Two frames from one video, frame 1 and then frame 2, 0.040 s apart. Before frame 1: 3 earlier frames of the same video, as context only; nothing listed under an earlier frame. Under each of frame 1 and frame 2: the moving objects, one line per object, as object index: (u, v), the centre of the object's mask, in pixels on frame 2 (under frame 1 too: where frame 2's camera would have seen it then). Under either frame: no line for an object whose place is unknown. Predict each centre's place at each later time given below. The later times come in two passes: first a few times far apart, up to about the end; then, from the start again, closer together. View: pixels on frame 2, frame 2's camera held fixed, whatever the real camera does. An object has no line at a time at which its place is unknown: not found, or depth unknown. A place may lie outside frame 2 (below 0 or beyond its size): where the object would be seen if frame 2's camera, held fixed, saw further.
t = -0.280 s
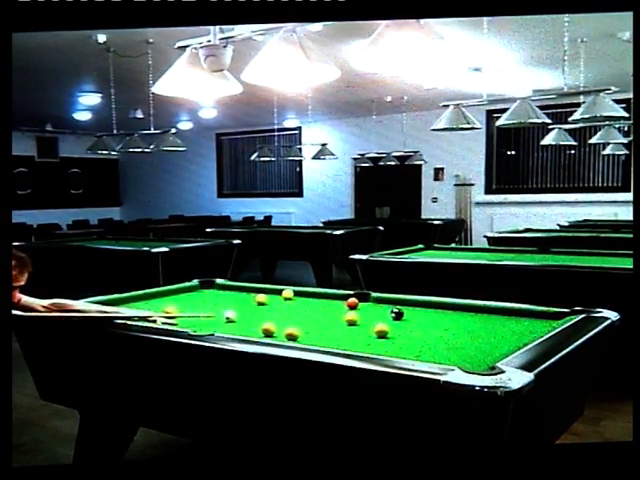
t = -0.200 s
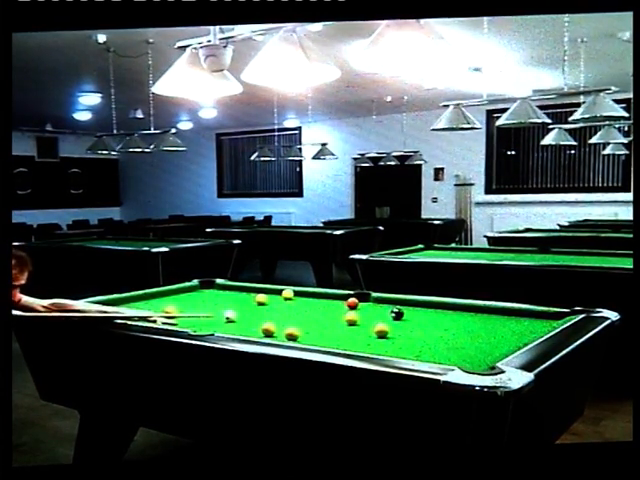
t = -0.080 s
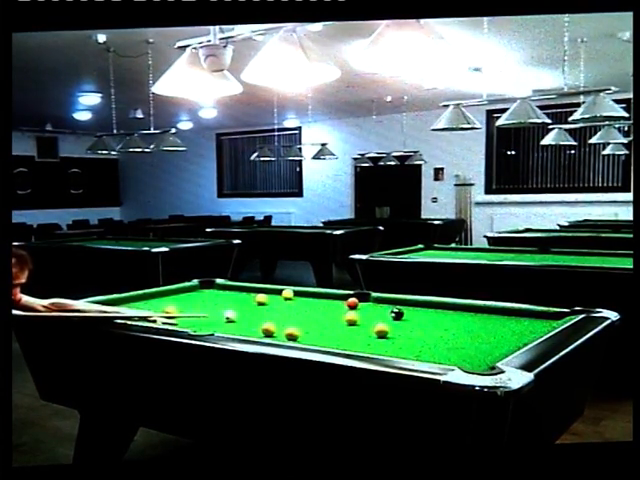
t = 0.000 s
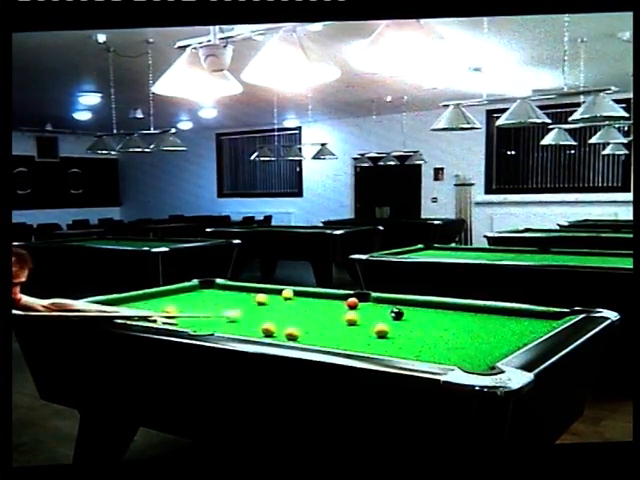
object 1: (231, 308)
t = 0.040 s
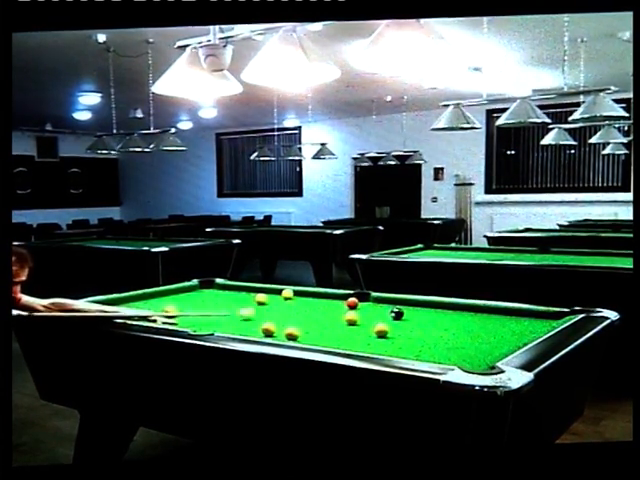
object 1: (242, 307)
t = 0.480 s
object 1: (372, 305)
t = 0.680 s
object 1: (415, 305)
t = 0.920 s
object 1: (462, 307)
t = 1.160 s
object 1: (491, 312)
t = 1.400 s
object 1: (522, 317)
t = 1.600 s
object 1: (547, 320)
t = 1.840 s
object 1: (529, 322)
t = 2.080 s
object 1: (504, 321)
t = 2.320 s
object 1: (482, 320)
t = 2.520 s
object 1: (466, 319)
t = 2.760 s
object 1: (446, 319)
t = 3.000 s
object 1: (430, 318)
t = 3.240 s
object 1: (415, 318)
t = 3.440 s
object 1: (406, 318)
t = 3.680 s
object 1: (393, 317)
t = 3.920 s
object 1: (385, 317)
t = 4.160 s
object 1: (377, 316)
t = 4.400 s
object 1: (373, 316)
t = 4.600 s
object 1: (370, 316)
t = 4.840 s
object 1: (369, 316)
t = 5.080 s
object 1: (369, 315)
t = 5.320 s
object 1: (368, 316)
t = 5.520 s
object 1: (368, 315)
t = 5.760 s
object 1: (368, 316)
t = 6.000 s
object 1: (368, 316)
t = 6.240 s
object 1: (368, 315)
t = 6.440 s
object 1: (368, 316)
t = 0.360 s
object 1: (346, 302)
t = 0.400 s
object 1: (356, 301)
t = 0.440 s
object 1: (364, 305)
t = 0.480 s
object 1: (372, 305)
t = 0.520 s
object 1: (380, 304)
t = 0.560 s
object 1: (389, 304)
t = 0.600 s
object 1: (402, 304)
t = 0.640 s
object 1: (408, 305)
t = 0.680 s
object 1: (415, 305)
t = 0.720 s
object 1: (423, 305)
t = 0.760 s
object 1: (433, 305)
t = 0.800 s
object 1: (443, 306)
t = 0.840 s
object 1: (451, 305)
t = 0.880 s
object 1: (457, 306)
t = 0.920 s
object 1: (462, 307)
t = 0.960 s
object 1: (468, 307)
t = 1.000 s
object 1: (473, 309)
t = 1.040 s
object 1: (478, 309)
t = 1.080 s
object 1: (482, 310)
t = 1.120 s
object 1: (487, 312)
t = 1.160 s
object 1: (491, 312)
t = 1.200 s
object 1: (497, 313)
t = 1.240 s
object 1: (503, 314)
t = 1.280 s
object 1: (507, 315)
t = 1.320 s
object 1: (511, 315)
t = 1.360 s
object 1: (517, 316)
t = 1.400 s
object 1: (522, 317)
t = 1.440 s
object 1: (529, 318)
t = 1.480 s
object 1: (533, 319)
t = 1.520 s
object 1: (537, 320)
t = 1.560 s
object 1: (543, 320)
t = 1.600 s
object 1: (547, 320)
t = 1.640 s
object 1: (550, 320)
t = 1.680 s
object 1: (547, 321)
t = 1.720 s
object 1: (543, 321)
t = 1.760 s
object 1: (539, 322)
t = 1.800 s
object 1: (534, 322)
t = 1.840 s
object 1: (529, 322)
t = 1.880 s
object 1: (525, 322)
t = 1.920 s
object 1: (522, 322)
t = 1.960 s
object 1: (517, 322)
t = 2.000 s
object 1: (513, 321)
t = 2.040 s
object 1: (508, 321)
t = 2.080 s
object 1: (504, 321)
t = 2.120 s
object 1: (502, 321)
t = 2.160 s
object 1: (497, 321)
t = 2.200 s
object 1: (493, 321)
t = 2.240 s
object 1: (489, 320)
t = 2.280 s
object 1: (486, 320)
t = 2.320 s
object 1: (482, 320)
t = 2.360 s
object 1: (479, 320)
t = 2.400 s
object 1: (475, 320)
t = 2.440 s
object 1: (471, 320)
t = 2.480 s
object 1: (469, 319)
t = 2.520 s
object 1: (466, 319)
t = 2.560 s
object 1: (462, 319)
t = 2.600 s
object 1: (459, 319)
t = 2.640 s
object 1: (455, 319)
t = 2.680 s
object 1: (452, 319)
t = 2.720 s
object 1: (449, 319)
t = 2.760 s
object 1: (446, 319)
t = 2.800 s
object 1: (443, 319)
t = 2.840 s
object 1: (440, 318)
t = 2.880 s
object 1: (437, 318)
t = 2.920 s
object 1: (435, 318)
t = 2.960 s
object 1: (432, 318)
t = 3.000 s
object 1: (430, 318)
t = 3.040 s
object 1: (426, 318)
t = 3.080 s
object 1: (424, 318)
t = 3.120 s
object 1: (421, 318)
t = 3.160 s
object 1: (419, 318)
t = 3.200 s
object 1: (417, 318)
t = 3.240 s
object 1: (415, 318)
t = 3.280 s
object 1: (413, 318)
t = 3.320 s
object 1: (412, 318)
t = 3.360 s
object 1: (409, 318)
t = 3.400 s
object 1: (407, 318)
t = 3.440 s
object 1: (406, 318)
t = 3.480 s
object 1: (403, 318)
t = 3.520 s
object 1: (401, 318)
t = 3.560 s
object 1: (399, 317)
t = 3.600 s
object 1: (397, 317)
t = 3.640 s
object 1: (395, 317)
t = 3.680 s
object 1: (393, 317)
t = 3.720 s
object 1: (391, 317)
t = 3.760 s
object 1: (390, 317)
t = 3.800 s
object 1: (389, 317)
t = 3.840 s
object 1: (387, 317)
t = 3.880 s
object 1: (386, 317)
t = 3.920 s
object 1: (385, 317)
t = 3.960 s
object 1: (384, 317)
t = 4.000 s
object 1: (383, 316)
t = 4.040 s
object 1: (381, 316)
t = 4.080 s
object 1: (381, 316)
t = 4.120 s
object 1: (379, 316)
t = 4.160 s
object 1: (377, 316)
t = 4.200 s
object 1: (377, 316)
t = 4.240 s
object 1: (375, 316)
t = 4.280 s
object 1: (375, 316)
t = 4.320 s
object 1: (374, 316)
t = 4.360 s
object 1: (373, 316)
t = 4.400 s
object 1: (373, 316)
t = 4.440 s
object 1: (372, 316)
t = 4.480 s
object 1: (371, 316)
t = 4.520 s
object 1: (371, 316)
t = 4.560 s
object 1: (371, 316)
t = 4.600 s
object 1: (370, 316)
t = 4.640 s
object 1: (370, 316)
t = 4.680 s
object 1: (370, 316)
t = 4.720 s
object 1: (369, 316)
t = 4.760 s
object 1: (369, 316)
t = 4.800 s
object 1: (369, 316)
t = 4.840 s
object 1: (369, 316)
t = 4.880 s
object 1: (369, 316)
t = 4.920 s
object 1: (369, 316)
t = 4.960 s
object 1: (369, 316)
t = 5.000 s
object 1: (368, 316)
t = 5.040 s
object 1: (368, 316)
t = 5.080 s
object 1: (369, 315)
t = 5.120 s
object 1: (368, 316)
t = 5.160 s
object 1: (368, 316)
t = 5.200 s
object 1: (369, 315)
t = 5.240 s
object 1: (368, 316)
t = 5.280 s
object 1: (368, 316)
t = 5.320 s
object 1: (368, 316)
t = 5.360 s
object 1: (368, 316)
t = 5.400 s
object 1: (368, 316)
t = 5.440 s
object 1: (368, 316)
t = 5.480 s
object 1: (368, 316)
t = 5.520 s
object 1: (368, 315)
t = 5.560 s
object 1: (368, 316)
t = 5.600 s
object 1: (368, 316)
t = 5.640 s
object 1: (368, 316)
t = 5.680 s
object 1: (368, 316)
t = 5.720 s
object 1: (368, 316)
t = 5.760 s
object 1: (368, 316)
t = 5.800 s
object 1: (368, 316)
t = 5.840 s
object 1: (368, 316)
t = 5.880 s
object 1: (368, 316)
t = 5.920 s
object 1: (368, 316)
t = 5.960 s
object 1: (368, 316)
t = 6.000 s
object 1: (368, 316)
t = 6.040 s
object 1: (368, 316)
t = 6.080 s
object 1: (368, 316)
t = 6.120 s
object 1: (368, 316)
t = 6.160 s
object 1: (368, 315)
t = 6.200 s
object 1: (368, 316)
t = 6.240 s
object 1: (368, 315)
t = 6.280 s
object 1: (368, 316)
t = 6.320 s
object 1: (368, 316)
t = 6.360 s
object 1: (368, 316)
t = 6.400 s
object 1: (368, 316)
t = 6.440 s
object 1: (368, 316)
